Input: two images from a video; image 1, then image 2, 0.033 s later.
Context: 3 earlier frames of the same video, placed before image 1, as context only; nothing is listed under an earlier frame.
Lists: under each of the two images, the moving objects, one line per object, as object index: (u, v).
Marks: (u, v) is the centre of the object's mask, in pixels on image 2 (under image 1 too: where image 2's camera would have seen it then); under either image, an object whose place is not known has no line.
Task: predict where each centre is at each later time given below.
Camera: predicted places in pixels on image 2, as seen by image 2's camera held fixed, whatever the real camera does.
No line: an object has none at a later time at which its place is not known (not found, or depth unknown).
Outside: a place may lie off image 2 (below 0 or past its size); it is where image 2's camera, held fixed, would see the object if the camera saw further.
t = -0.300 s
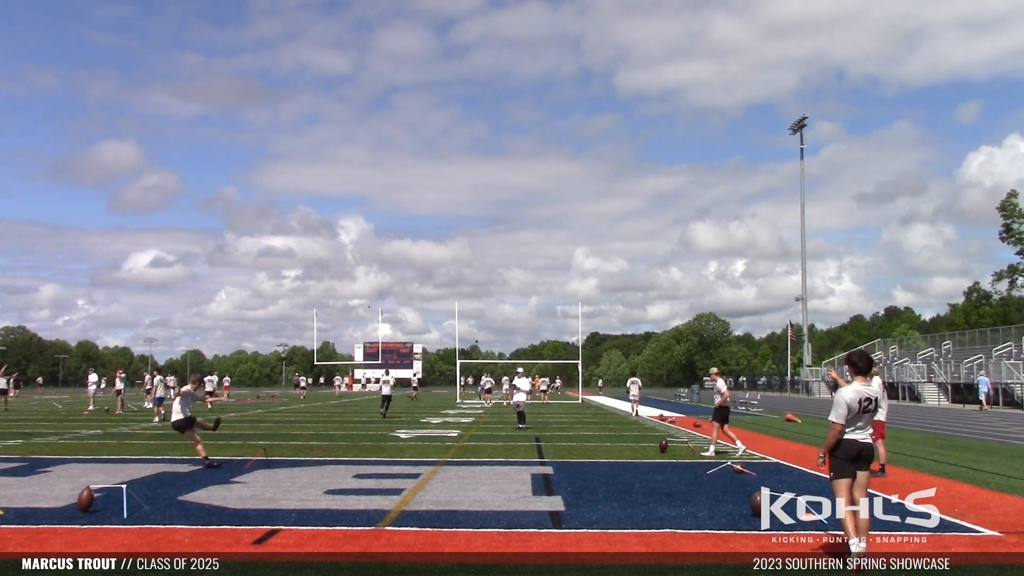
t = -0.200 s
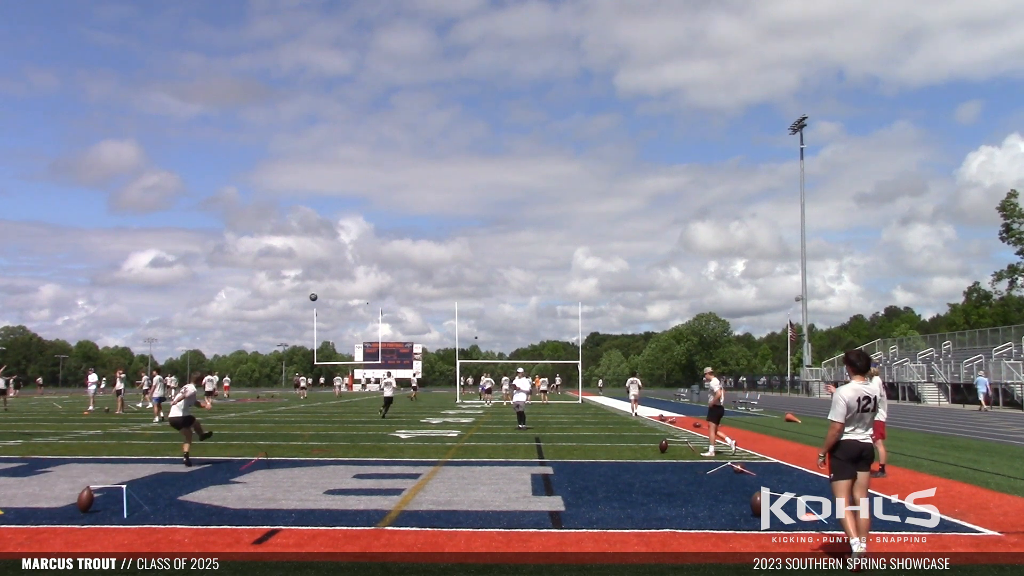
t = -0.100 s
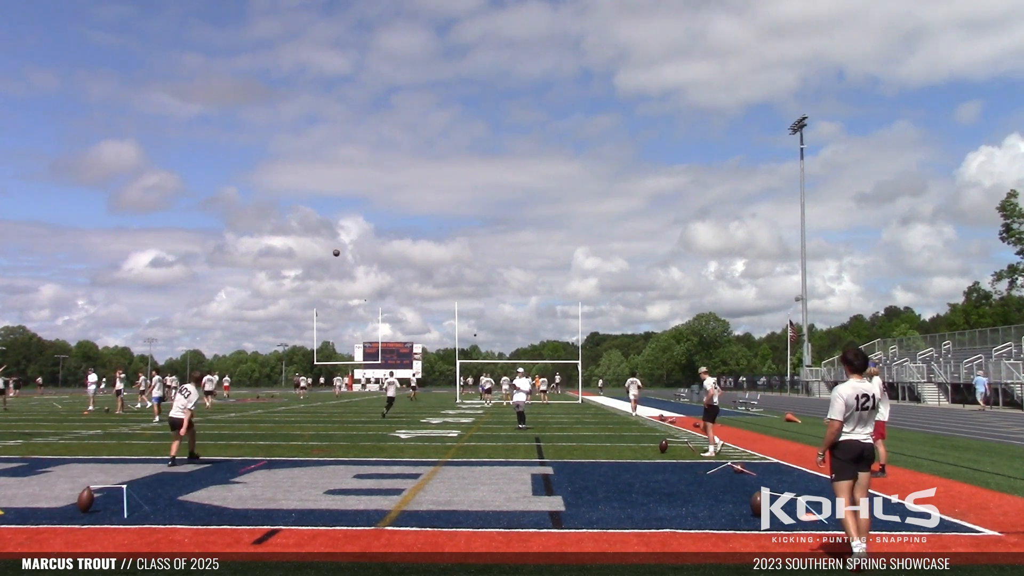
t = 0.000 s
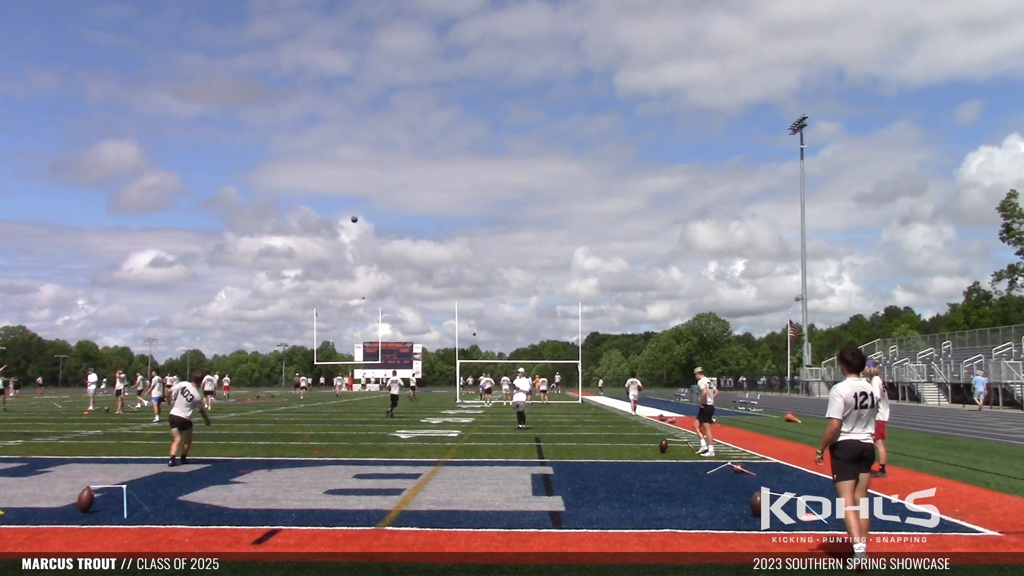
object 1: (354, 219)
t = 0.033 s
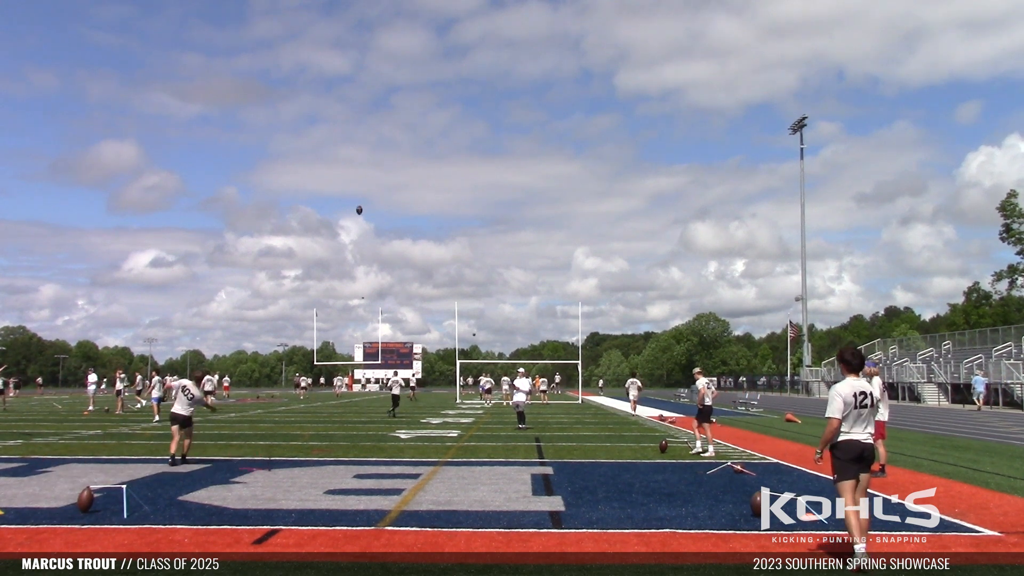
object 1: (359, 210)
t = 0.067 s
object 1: (364, 201)
